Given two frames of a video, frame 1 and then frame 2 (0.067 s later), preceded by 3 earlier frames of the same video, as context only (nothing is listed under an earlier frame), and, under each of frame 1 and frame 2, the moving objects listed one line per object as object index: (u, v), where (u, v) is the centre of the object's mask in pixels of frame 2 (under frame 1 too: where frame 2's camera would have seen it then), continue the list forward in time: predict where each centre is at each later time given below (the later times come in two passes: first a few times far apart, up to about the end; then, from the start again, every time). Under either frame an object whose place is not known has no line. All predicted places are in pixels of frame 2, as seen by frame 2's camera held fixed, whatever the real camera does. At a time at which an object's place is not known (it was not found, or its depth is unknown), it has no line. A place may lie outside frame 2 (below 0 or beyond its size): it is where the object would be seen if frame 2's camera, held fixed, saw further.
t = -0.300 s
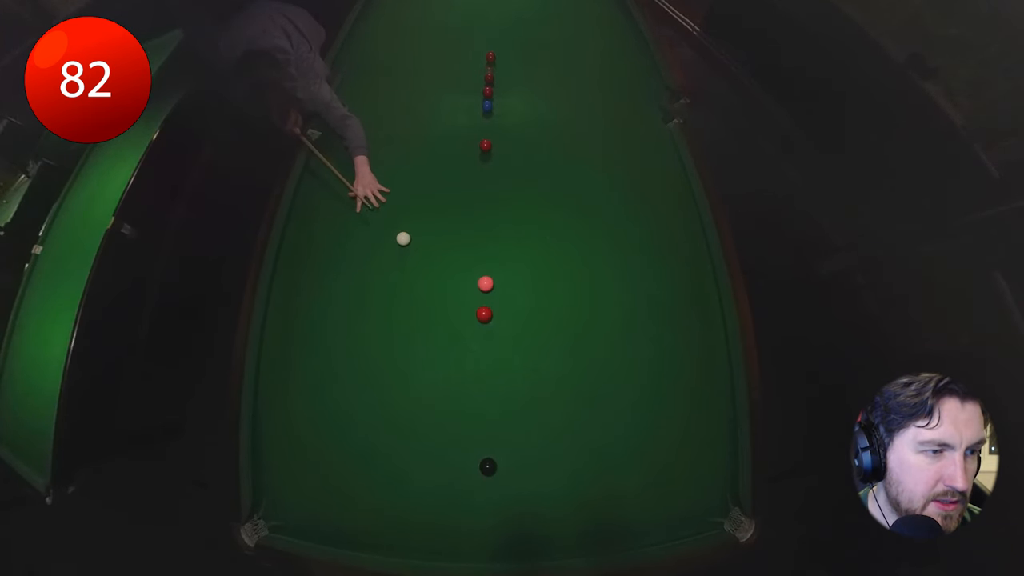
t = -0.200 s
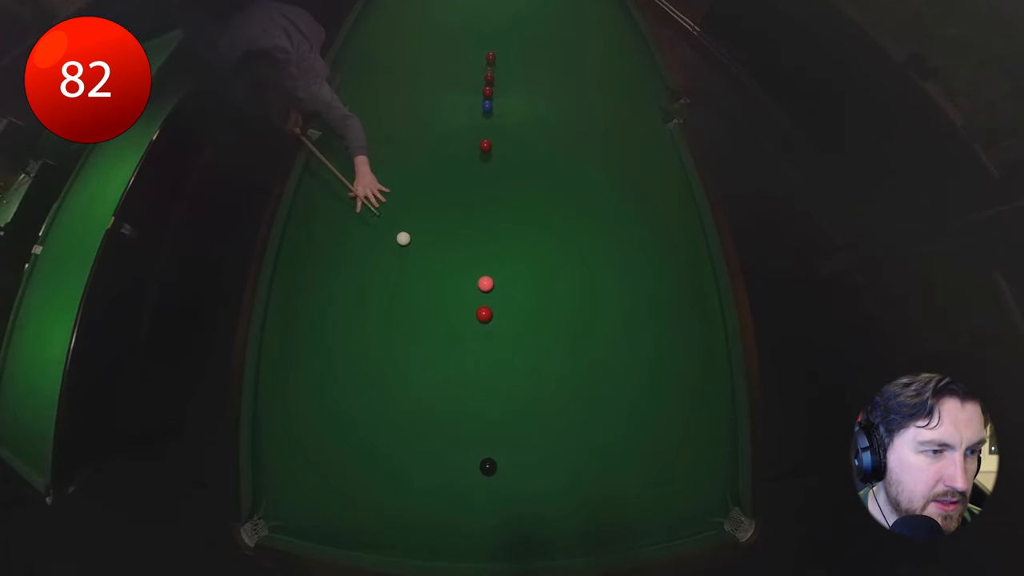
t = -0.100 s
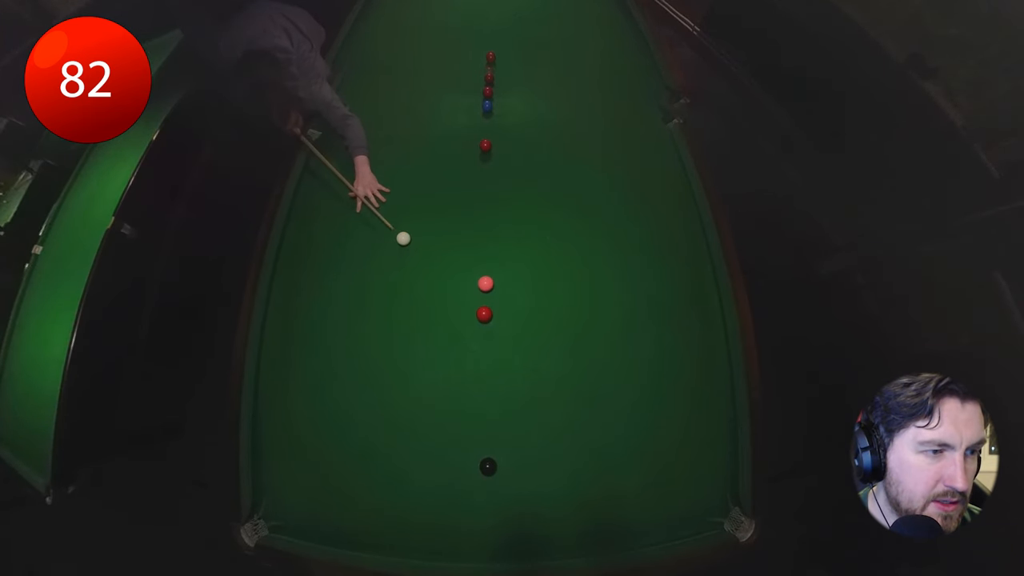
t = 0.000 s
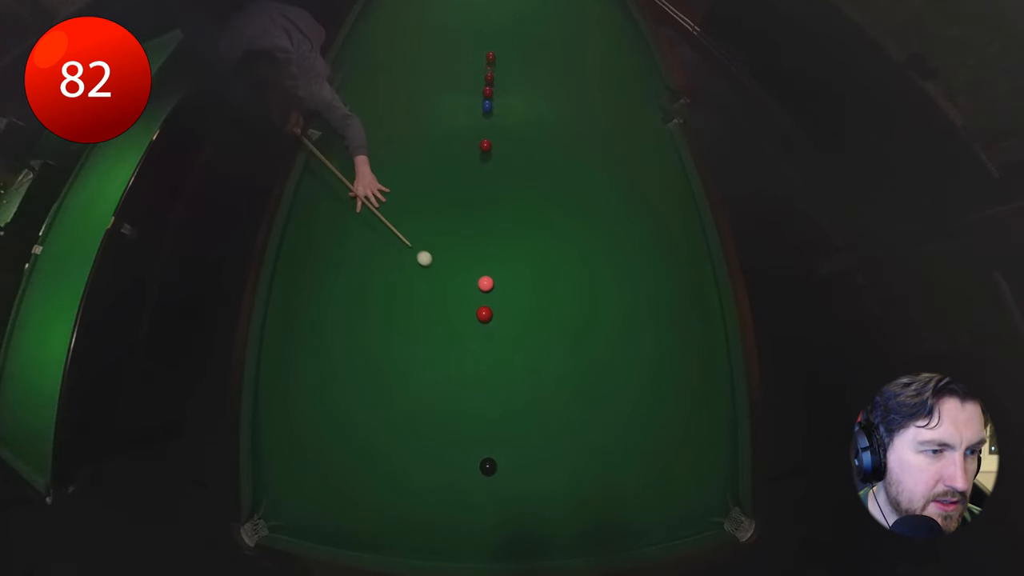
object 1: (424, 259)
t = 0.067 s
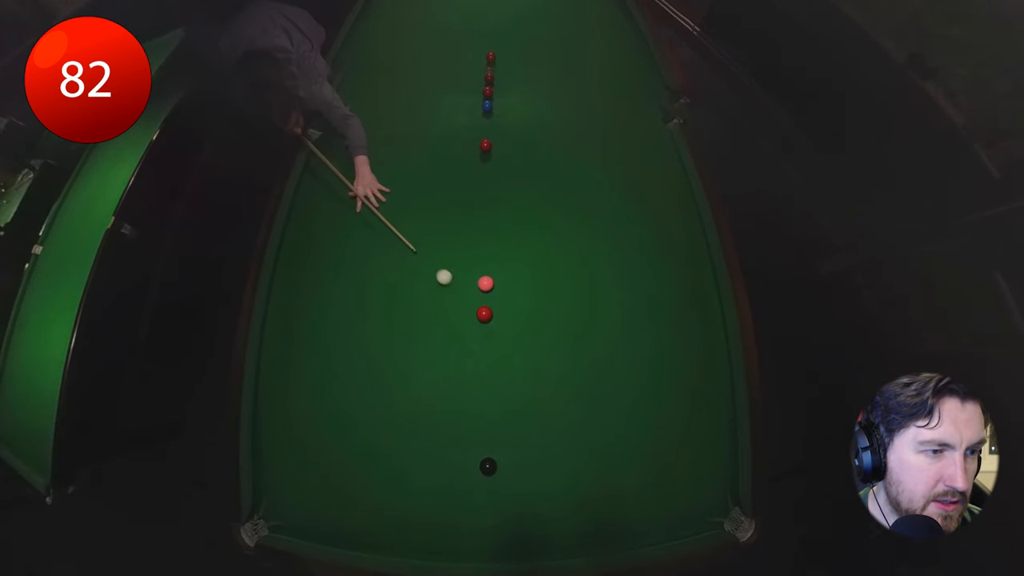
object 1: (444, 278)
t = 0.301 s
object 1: (475, 309)
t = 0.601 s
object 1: (490, 328)
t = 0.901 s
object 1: (505, 345)
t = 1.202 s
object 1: (517, 361)
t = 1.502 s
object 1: (528, 374)
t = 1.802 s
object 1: (537, 385)
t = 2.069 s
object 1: (544, 392)
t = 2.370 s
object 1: (549, 397)
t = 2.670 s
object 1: (553, 400)
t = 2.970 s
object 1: (555, 401)
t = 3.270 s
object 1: (555, 401)
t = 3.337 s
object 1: (555, 401)
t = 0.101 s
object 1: (453, 286)
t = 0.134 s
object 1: (463, 295)
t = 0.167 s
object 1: (472, 303)
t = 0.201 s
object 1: (472, 304)
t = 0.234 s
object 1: (472, 305)
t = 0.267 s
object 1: (473, 306)
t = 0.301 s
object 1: (475, 309)
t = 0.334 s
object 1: (477, 311)
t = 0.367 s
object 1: (478, 313)
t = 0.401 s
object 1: (480, 315)
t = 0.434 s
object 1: (482, 317)
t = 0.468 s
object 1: (483, 319)
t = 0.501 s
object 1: (485, 322)
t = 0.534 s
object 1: (487, 324)
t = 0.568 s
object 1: (489, 326)
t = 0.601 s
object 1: (490, 328)
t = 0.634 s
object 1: (492, 330)
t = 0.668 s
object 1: (494, 332)
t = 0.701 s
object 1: (495, 334)
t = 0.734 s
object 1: (497, 336)
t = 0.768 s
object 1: (499, 338)
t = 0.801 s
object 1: (500, 339)
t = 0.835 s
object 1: (502, 341)
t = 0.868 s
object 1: (503, 343)
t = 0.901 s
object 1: (505, 345)
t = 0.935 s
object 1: (506, 347)
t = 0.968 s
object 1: (508, 349)
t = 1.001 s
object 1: (509, 351)
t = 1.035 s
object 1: (510, 352)
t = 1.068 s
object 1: (512, 354)
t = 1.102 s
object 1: (513, 356)
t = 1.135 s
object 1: (515, 357)
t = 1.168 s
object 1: (516, 359)
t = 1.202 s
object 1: (517, 361)
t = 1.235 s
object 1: (519, 362)
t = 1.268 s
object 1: (520, 364)
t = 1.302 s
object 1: (521, 365)
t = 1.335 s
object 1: (522, 367)
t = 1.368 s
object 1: (523, 368)
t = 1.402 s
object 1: (525, 370)
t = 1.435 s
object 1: (526, 371)
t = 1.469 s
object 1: (527, 373)
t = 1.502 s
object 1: (528, 374)
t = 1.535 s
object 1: (529, 375)
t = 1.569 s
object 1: (530, 377)
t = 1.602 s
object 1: (531, 378)
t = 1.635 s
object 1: (532, 379)
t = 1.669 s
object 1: (533, 380)
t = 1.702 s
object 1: (534, 382)
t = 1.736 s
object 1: (535, 382)
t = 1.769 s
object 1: (536, 383)
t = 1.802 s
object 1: (537, 385)
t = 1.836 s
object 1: (538, 386)
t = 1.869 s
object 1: (539, 386)
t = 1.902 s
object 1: (540, 387)
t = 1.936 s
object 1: (540, 388)
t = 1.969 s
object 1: (541, 389)
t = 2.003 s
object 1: (542, 390)
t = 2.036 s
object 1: (543, 391)
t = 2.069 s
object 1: (544, 392)
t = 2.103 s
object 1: (544, 392)
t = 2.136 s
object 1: (545, 393)
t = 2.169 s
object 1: (546, 394)
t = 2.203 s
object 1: (546, 394)
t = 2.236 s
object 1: (547, 395)
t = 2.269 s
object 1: (548, 395)
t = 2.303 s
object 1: (548, 396)
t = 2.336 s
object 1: (549, 397)
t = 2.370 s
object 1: (549, 397)
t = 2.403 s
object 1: (550, 398)
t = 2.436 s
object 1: (550, 398)
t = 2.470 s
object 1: (551, 398)
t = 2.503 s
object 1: (551, 399)
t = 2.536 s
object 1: (552, 399)
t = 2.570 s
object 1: (552, 399)
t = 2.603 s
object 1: (553, 399)
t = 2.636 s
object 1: (553, 400)
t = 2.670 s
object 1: (553, 400)
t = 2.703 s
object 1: (553, 400)
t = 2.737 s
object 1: (554, 400)
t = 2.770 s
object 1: (554, 400)
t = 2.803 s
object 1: (554, 401)
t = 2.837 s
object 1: (555, 401)
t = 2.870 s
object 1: (555, 401)
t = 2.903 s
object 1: (555, 401)
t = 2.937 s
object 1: (555, 401)
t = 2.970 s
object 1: (555, 401)
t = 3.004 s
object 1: (555, 401)
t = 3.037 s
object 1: (555, 401)
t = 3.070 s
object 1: (555, 401)
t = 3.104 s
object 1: (555, 401)
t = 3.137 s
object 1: (555, 401)
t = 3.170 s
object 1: (555, 401)
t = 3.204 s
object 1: (555, 401)
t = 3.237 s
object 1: (555, 401)
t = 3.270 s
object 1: (555, 401)
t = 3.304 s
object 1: (555, 401)
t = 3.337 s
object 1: (555, 401)
